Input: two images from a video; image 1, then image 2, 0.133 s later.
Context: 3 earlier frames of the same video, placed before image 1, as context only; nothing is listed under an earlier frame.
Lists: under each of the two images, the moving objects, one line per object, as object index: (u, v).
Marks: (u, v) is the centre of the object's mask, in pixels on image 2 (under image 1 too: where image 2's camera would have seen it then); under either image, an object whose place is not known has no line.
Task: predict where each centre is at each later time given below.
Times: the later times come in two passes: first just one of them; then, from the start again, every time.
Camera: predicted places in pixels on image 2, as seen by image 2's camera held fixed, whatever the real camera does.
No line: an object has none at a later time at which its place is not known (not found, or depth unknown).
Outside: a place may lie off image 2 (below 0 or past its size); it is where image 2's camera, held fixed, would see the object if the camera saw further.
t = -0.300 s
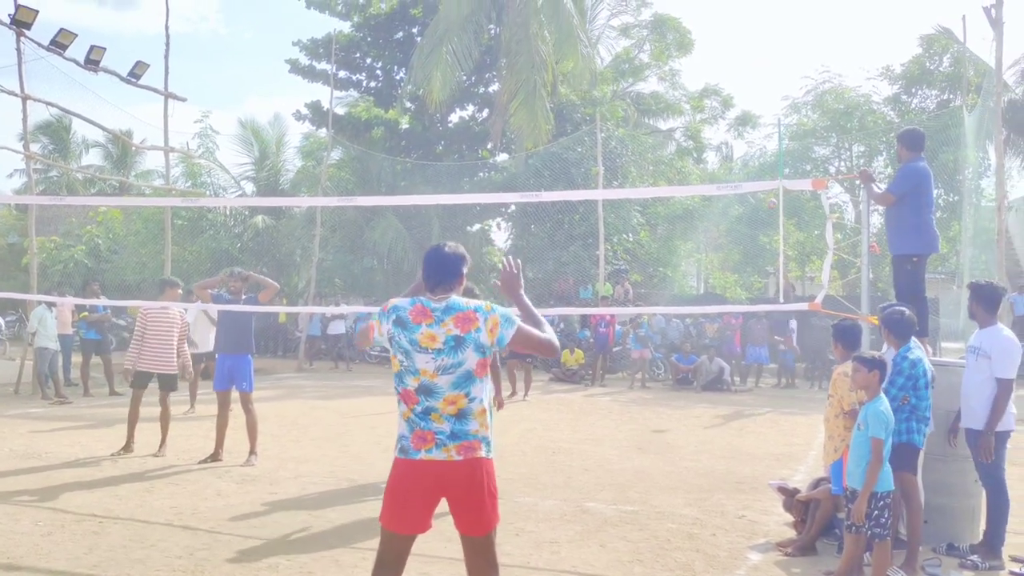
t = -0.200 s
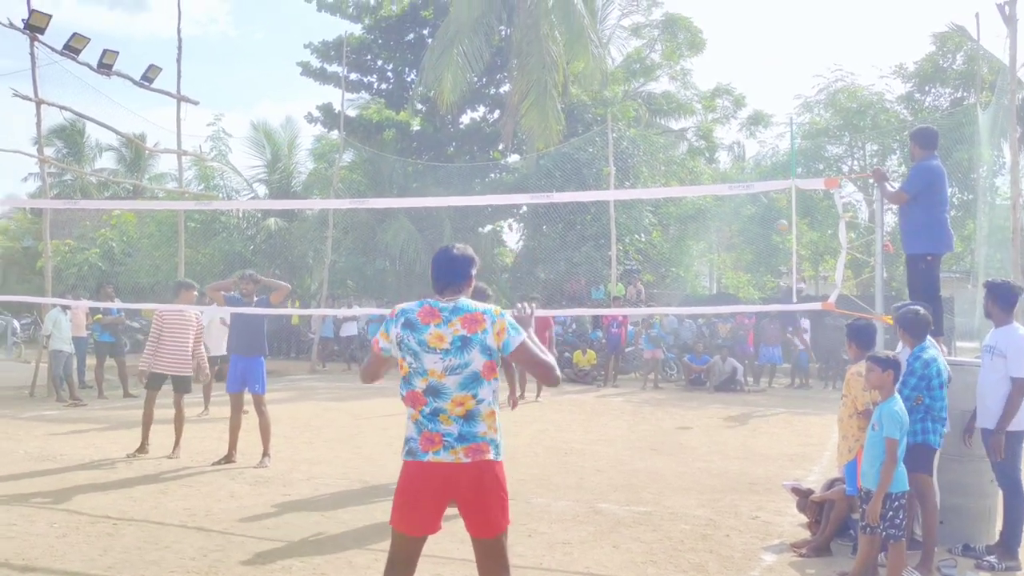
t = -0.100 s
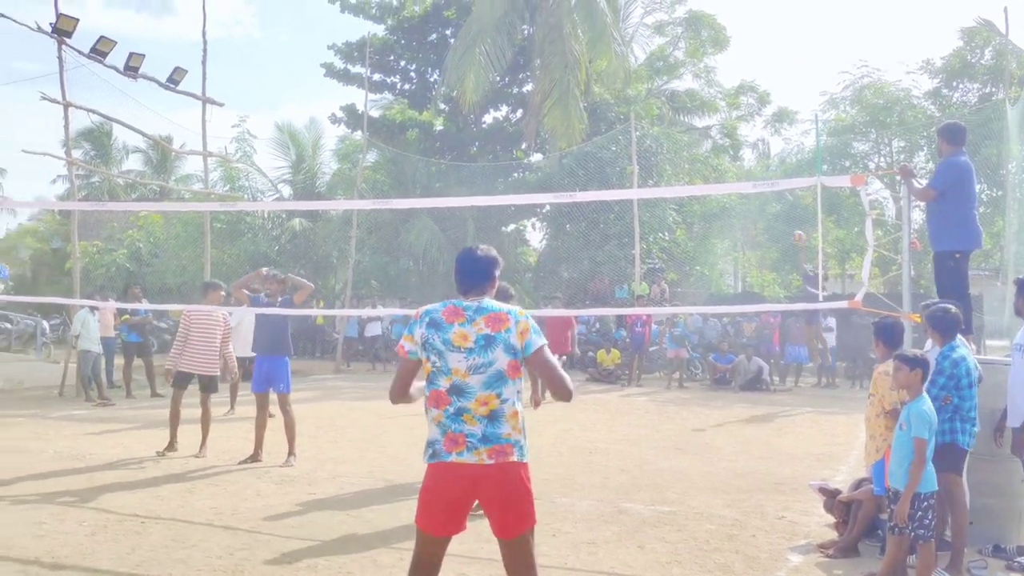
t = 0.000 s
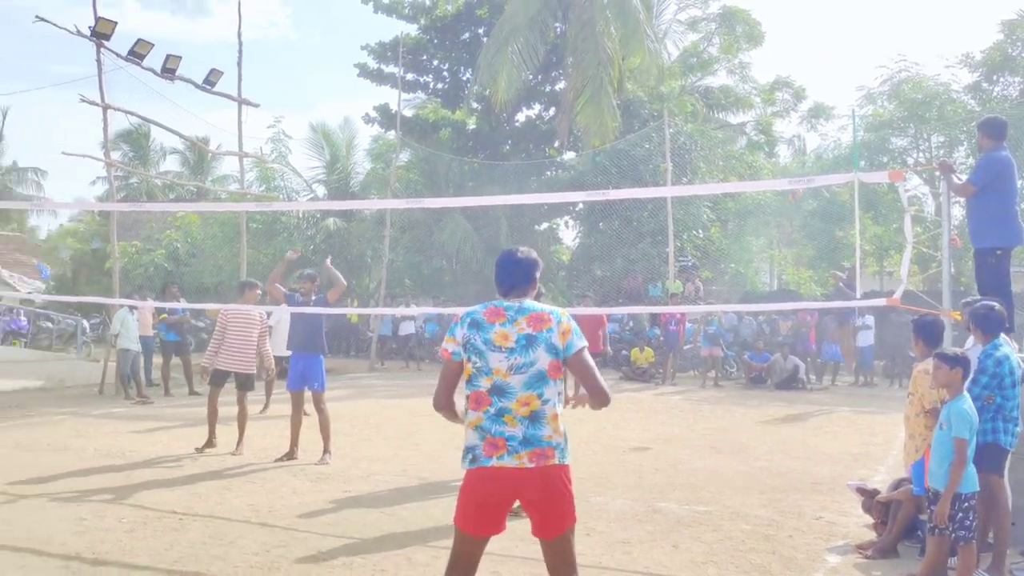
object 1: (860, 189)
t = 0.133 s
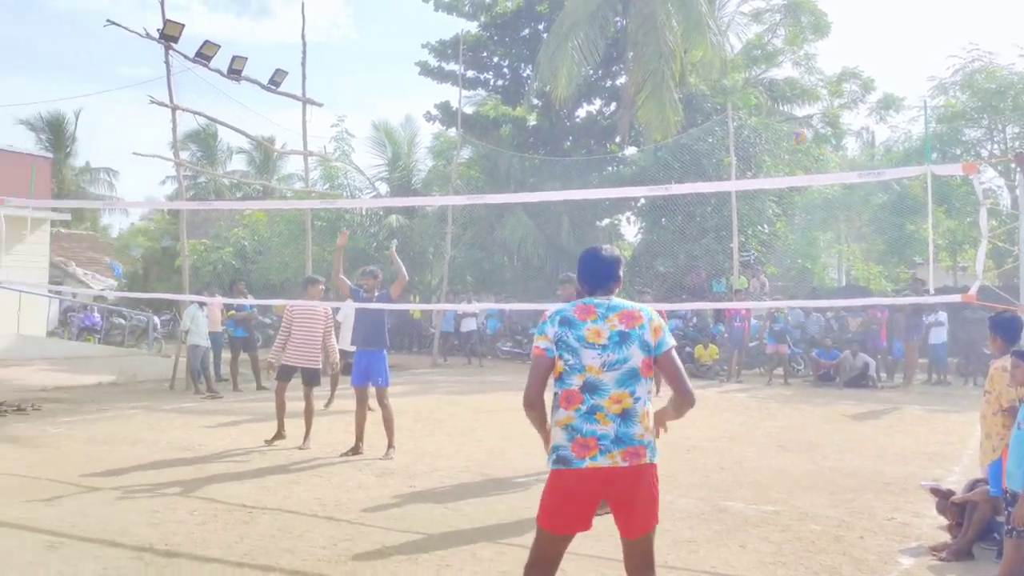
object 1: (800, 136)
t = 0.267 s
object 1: (724, 97)
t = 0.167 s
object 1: (782, 126)
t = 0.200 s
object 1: (764, 115)
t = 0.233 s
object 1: (744, 105)
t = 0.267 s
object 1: (724, 97)
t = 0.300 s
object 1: (702, 87)
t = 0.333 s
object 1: (679, 79)
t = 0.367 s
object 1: (653, 73)
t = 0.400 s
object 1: (626, 67)
